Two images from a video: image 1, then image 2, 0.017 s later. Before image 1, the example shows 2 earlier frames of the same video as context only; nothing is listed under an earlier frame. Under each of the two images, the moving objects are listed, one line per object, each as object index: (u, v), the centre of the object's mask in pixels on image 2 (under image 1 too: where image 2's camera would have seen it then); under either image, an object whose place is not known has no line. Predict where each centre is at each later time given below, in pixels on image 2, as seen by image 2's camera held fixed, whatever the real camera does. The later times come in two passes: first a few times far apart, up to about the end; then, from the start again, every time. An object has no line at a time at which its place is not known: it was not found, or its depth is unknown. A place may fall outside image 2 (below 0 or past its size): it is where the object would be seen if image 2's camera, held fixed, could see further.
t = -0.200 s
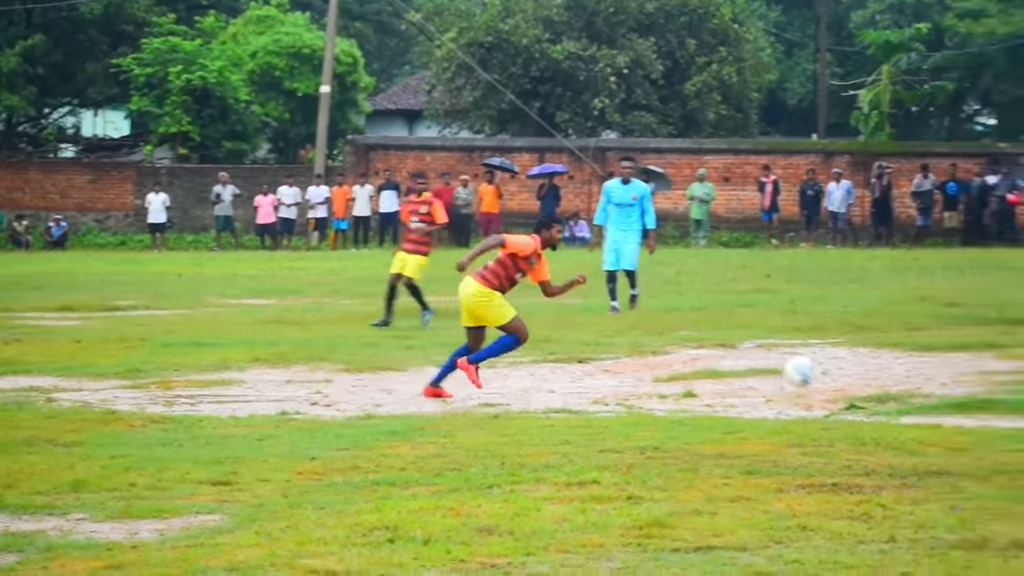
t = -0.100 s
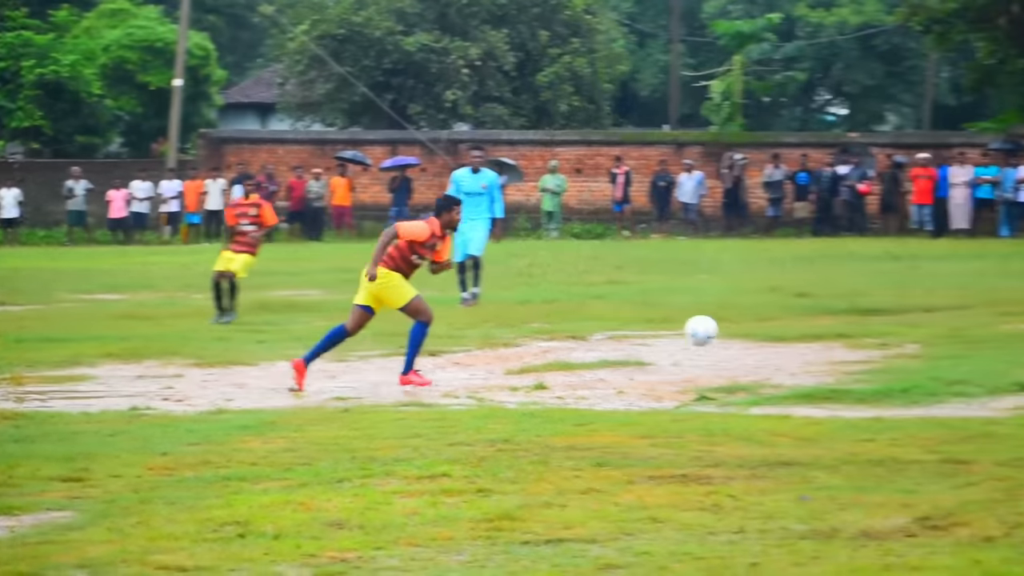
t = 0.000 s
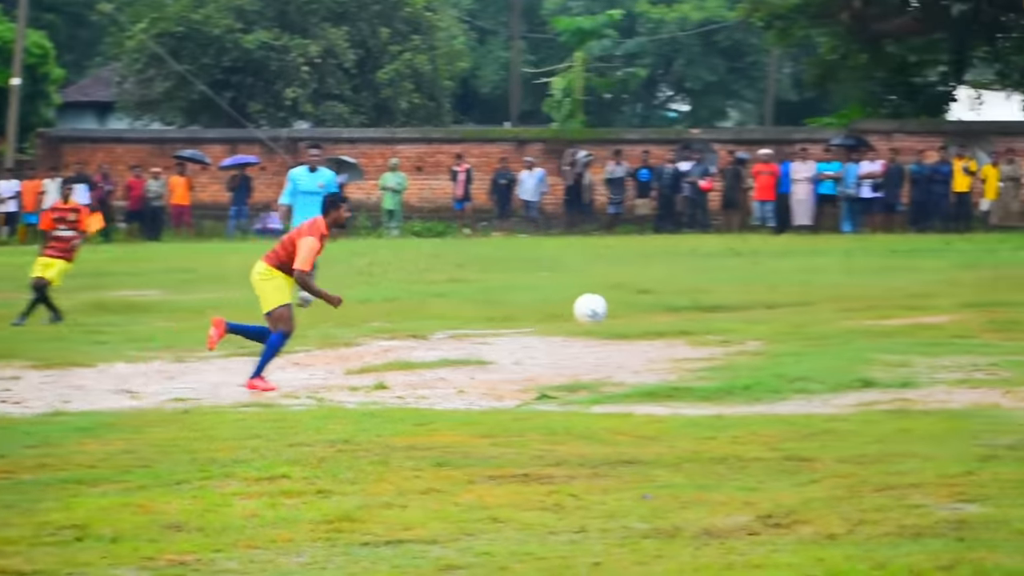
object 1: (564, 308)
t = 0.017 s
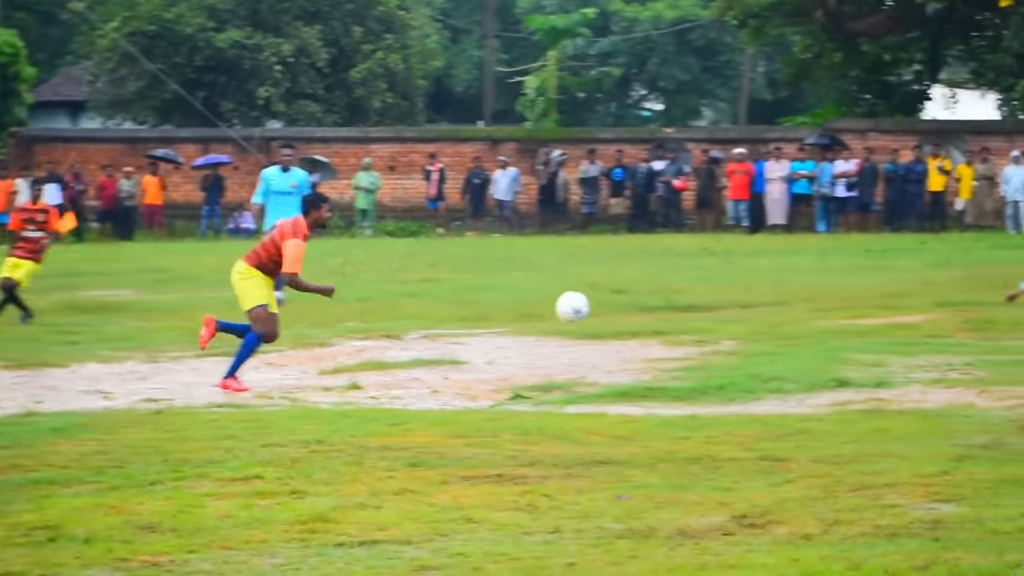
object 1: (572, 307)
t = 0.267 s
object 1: (687, 324)
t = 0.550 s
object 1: (817, 340)
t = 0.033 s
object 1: (580, 305)
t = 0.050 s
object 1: (588, 304)
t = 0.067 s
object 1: (595, 303)
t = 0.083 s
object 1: (603, 303)
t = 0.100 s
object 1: (611, 303)
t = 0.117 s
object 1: (619, 303)
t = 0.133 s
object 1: (626, 304)
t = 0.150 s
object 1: (634, 305)
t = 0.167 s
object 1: (642, 307)
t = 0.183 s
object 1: (650, 309)
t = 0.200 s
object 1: (657, 312)
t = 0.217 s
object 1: (665, 314)
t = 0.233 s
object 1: (672, 317)
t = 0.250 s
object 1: (679, 321)
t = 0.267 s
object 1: (687, 324)
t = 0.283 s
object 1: (694, 328)
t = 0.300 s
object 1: (702, 333)
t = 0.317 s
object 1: (709, 338)
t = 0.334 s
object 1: (717, 343)
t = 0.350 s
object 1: (724, 349)
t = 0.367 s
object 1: (731, 350)
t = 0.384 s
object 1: (739, 348)
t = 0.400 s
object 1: (747, 346)
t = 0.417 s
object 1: (754, 343)
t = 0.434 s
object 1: (763, 341)
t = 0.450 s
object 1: (770, 339)
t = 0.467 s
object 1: (778, 338)
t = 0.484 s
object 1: (786, 338)
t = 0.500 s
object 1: (794, 337)
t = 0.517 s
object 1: (802, 337)
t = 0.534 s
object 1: (809, 338)
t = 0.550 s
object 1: (817, 340)
